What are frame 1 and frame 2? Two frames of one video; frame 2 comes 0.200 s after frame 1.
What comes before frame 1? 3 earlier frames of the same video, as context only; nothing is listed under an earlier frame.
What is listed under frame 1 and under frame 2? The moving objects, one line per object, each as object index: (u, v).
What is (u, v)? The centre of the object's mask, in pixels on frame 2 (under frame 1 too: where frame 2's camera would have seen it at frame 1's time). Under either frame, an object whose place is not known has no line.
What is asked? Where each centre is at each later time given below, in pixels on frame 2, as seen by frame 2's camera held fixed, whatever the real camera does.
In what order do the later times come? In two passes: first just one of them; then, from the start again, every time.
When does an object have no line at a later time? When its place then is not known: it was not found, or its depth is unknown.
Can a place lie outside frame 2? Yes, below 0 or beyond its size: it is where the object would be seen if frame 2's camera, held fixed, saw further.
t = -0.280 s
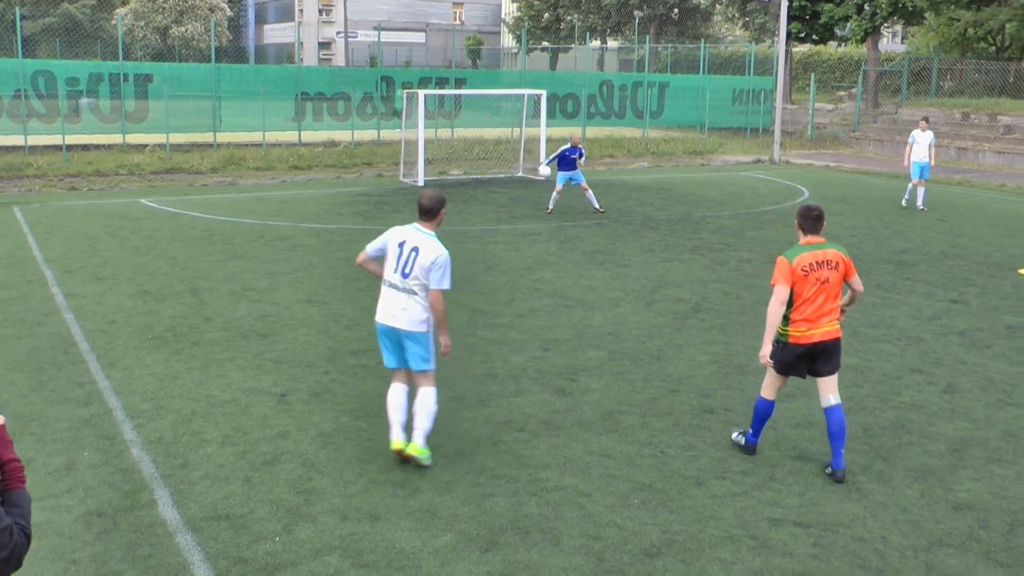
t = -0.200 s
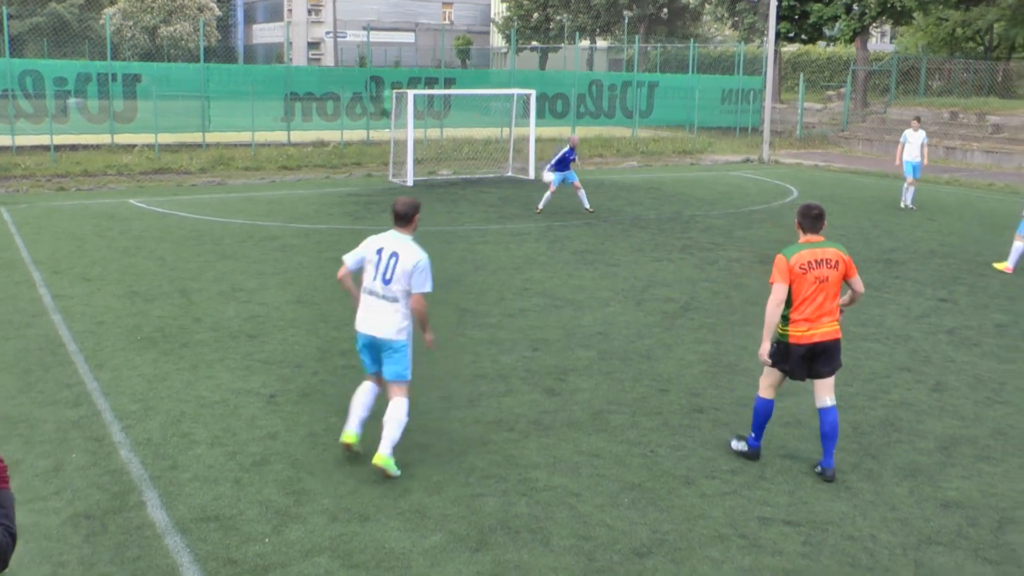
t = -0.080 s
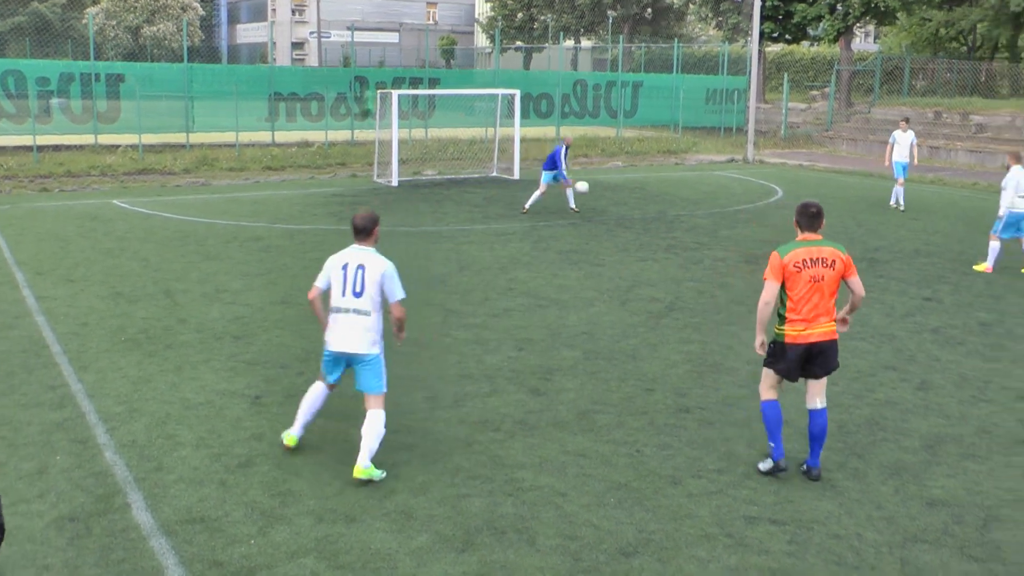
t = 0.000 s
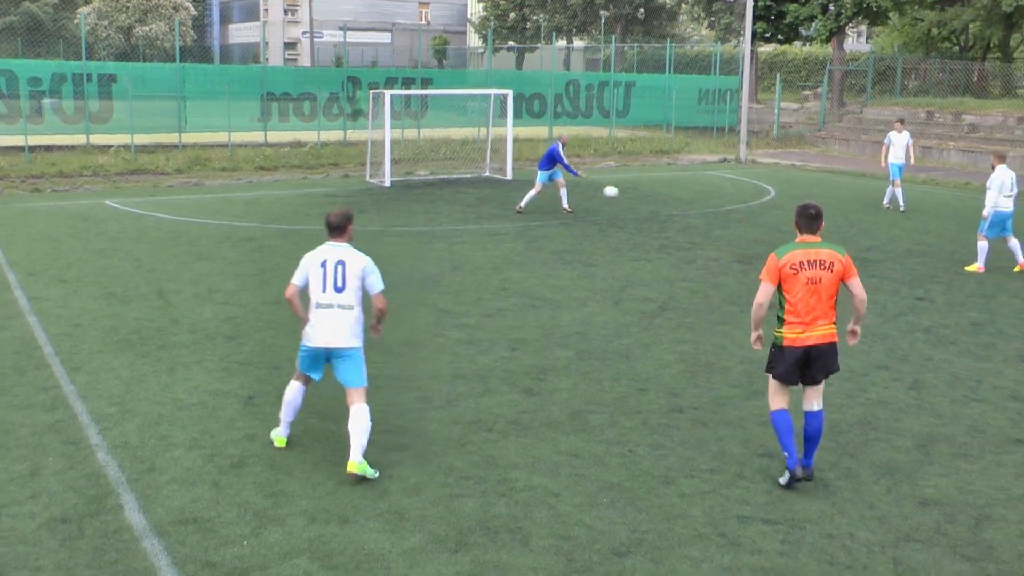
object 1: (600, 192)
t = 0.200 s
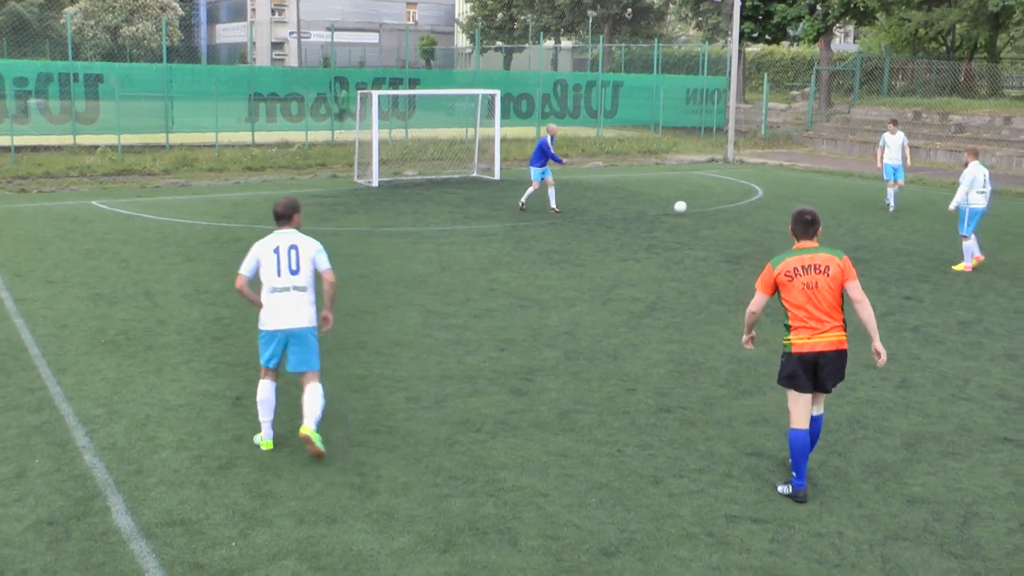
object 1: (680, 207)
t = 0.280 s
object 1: (701, 203)
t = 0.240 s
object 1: (691, 204)
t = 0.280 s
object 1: (701, 203)
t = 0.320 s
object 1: (711, 202)
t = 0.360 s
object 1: (721, 201)
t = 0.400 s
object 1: (730, 203)
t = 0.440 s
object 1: (740, 205)
